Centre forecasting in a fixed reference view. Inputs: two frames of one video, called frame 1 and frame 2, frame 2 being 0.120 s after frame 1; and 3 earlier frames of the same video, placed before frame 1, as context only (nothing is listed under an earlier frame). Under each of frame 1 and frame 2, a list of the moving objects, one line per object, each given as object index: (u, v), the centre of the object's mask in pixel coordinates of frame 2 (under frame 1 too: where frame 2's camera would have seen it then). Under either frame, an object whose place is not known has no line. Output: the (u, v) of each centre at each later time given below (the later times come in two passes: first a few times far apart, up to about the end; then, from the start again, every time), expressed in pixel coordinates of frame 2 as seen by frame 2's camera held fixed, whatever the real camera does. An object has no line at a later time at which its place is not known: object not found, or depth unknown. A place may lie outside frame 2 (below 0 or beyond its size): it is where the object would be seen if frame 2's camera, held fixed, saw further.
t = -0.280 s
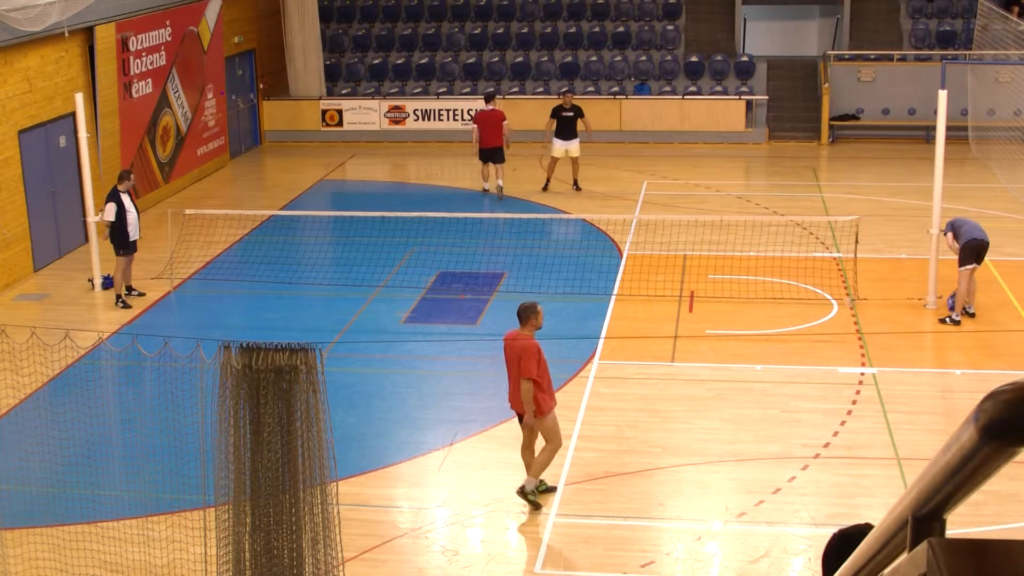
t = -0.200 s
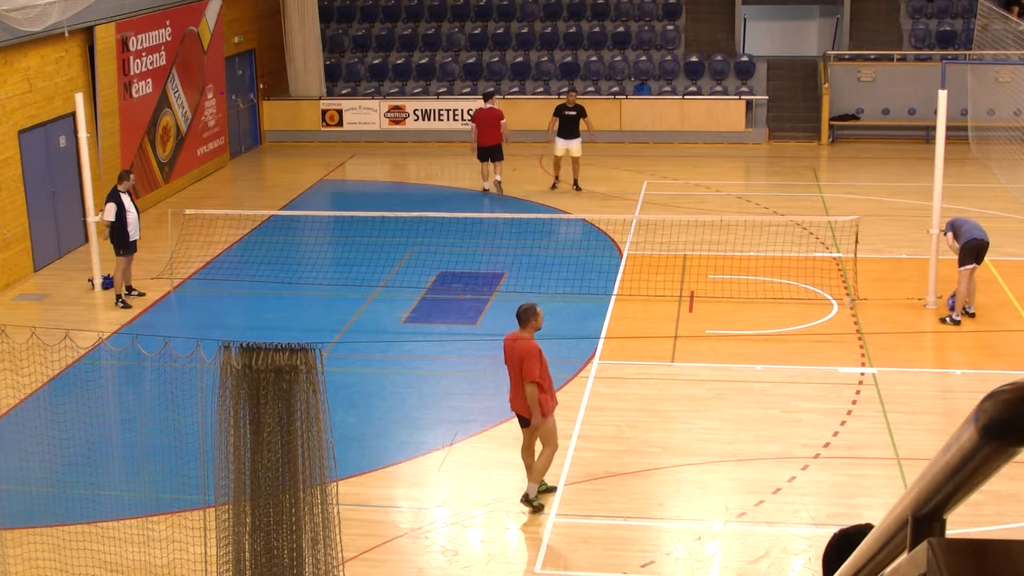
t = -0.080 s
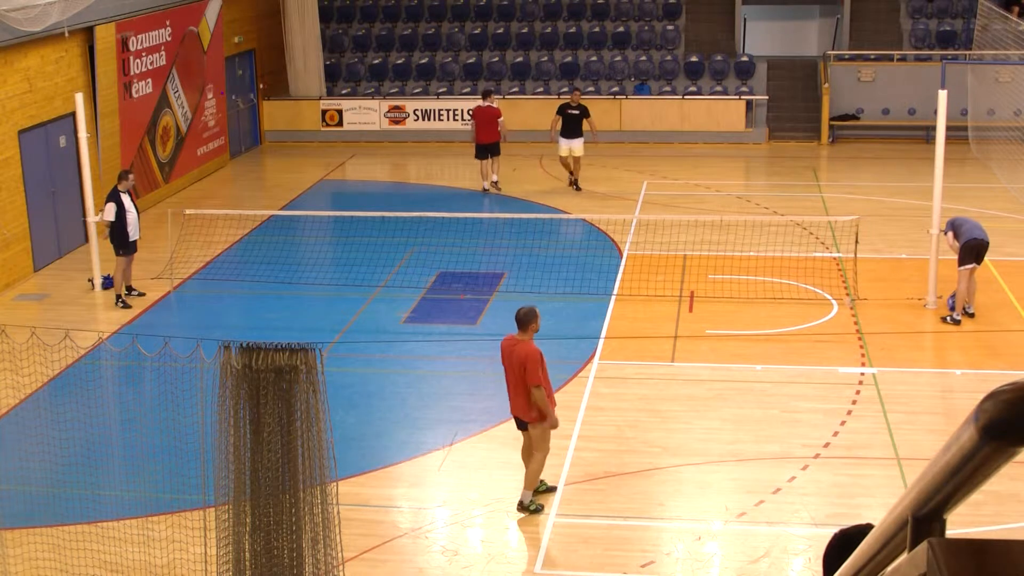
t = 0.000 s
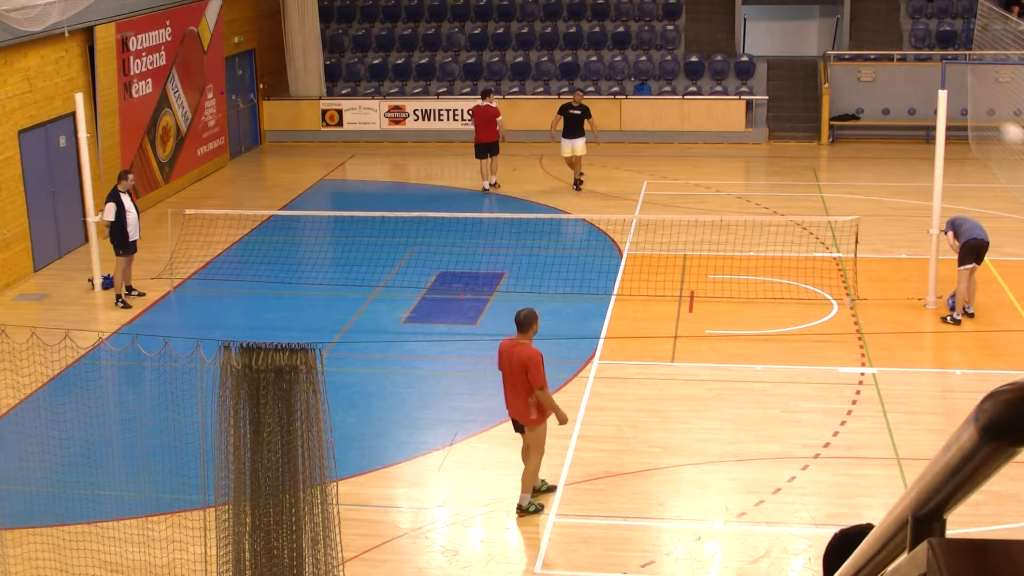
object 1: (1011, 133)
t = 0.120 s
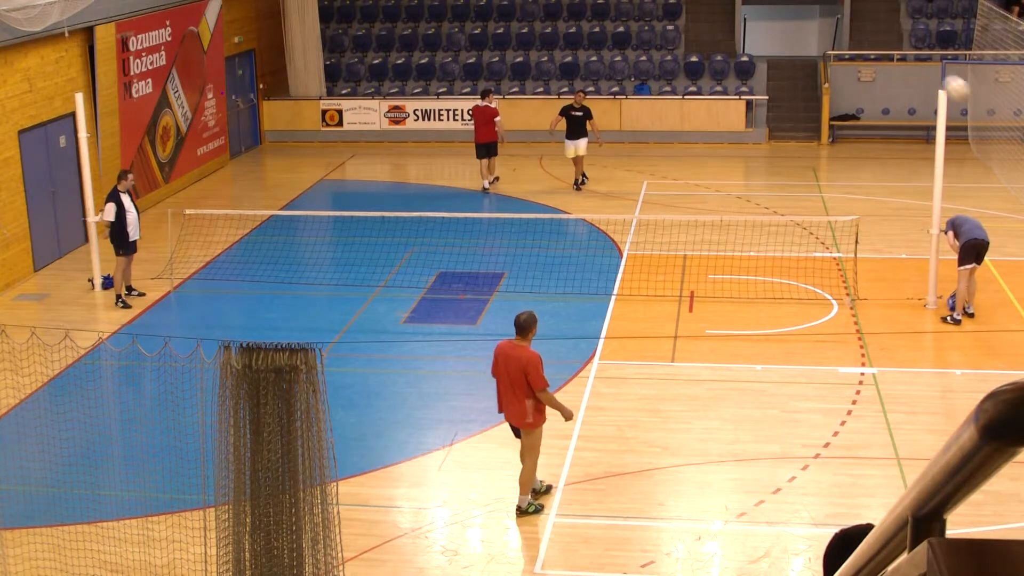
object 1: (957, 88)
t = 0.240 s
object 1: (903, 57)
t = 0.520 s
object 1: (797, 50)
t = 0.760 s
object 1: (724, 92)
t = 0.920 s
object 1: (682, 143)
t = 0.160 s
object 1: (937, 76)
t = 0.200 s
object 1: (920, 66)
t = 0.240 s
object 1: (903, 57)
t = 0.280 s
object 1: (886, 52)
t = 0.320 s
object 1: (870, 49)
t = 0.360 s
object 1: (854, 46)
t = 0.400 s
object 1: (840, 44)
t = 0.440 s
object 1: (825, 45)
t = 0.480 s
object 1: (810, 47)
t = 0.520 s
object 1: (797, 50)
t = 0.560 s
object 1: (784, 55)
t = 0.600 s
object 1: (771, 61)
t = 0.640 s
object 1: (759, 67)
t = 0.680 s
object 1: (747, 75)
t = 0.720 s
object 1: (735, 85)
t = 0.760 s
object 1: (724, 92)
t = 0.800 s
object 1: (713, 105)
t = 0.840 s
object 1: (703, 116)
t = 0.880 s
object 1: (692, 131)
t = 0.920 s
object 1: (682, 143)
